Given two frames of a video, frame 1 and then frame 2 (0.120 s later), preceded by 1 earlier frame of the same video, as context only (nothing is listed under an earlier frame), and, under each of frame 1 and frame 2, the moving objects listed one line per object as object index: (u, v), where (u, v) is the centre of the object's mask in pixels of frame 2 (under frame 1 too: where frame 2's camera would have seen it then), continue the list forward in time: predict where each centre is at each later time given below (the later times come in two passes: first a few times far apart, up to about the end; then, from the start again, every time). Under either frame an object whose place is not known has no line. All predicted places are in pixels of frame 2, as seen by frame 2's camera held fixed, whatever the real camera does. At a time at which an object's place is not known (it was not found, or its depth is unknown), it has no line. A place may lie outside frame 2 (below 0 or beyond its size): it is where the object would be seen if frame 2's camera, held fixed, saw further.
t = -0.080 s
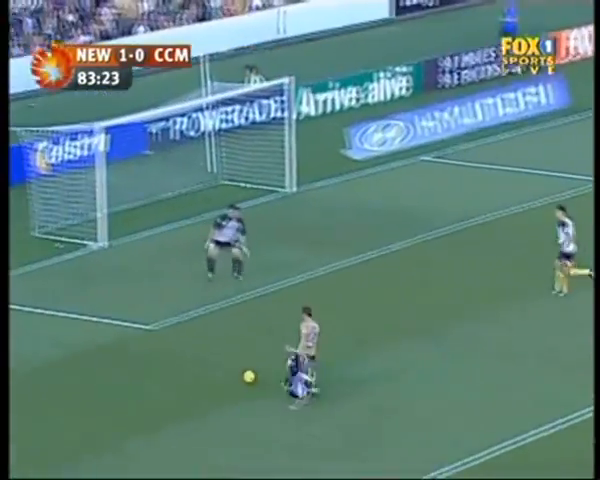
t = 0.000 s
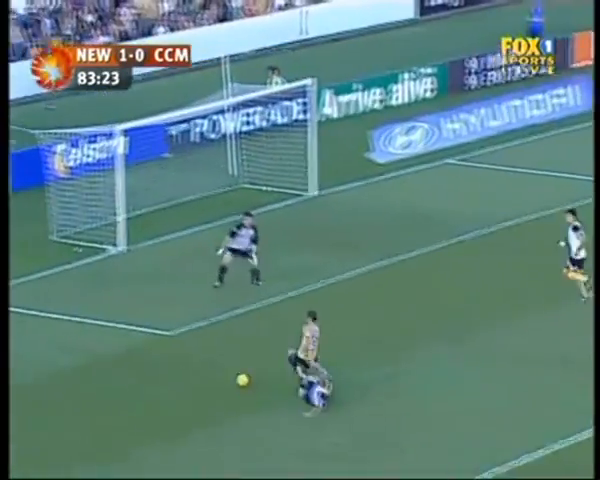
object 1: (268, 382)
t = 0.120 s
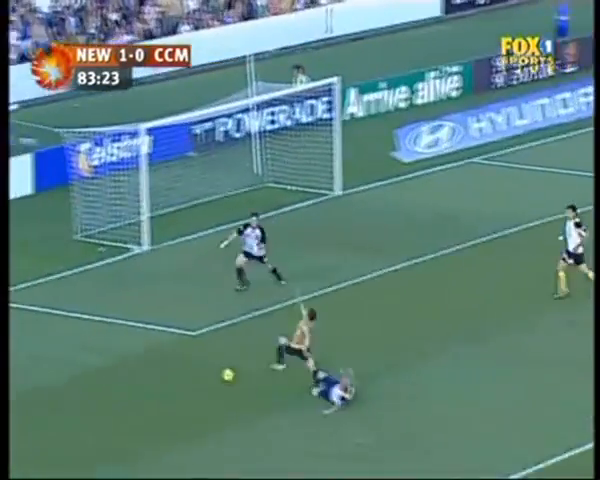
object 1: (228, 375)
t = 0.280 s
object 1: (180, 370)
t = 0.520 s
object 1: (110, 361)
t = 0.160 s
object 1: (216, 372)
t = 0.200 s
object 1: (204, 371)
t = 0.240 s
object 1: (192, 370)
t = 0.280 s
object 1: (180, 370)
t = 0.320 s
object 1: (169, 369)
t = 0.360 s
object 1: (157, 367)
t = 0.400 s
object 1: (145, 364)
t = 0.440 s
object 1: (134, 362)
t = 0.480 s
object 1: (122, 362)
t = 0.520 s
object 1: (110, 361)
